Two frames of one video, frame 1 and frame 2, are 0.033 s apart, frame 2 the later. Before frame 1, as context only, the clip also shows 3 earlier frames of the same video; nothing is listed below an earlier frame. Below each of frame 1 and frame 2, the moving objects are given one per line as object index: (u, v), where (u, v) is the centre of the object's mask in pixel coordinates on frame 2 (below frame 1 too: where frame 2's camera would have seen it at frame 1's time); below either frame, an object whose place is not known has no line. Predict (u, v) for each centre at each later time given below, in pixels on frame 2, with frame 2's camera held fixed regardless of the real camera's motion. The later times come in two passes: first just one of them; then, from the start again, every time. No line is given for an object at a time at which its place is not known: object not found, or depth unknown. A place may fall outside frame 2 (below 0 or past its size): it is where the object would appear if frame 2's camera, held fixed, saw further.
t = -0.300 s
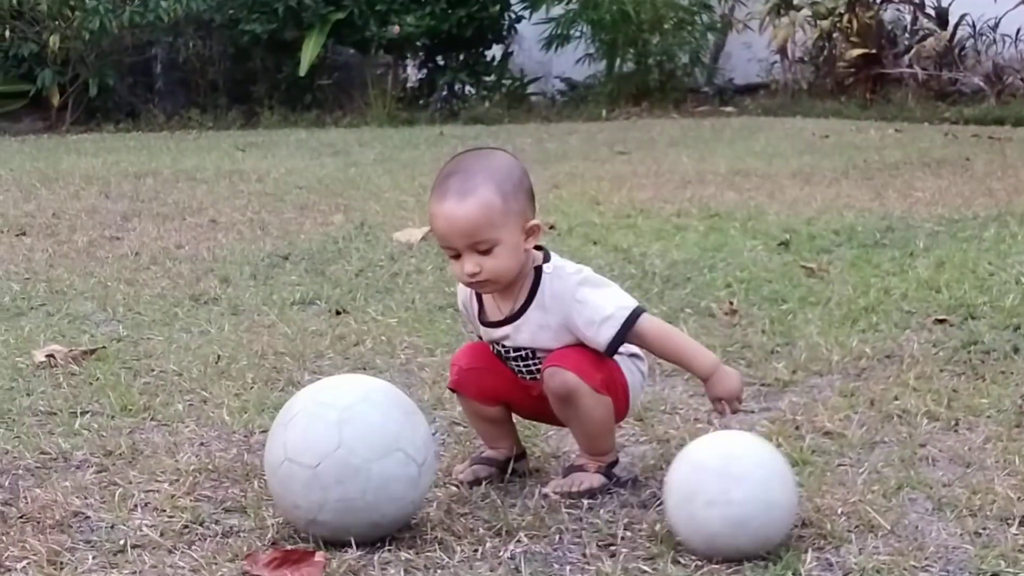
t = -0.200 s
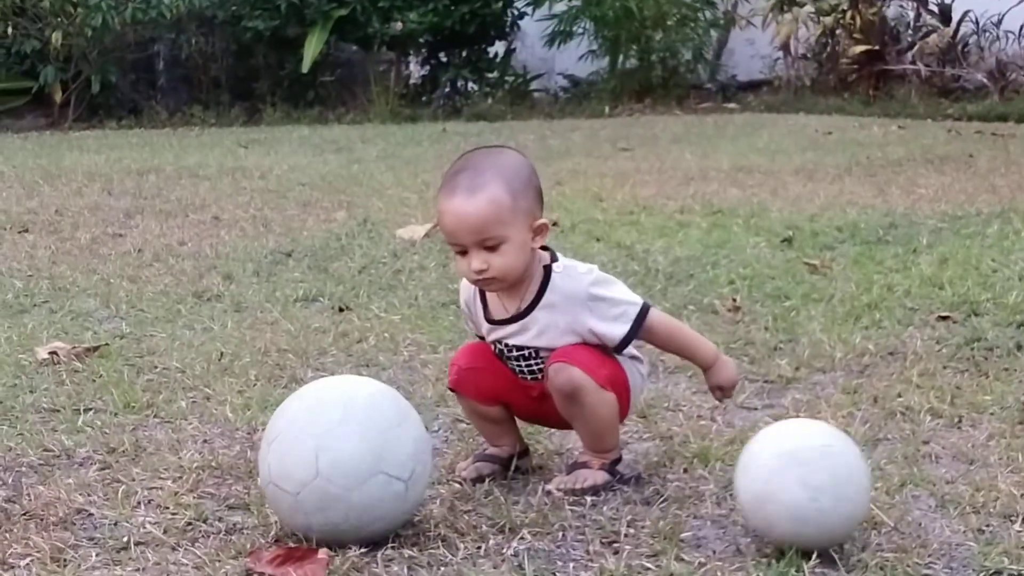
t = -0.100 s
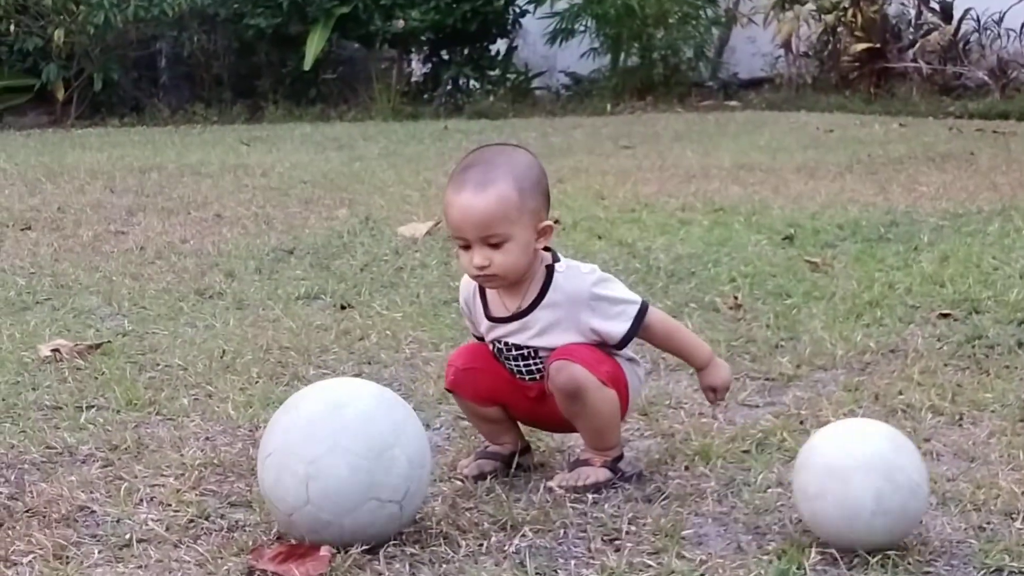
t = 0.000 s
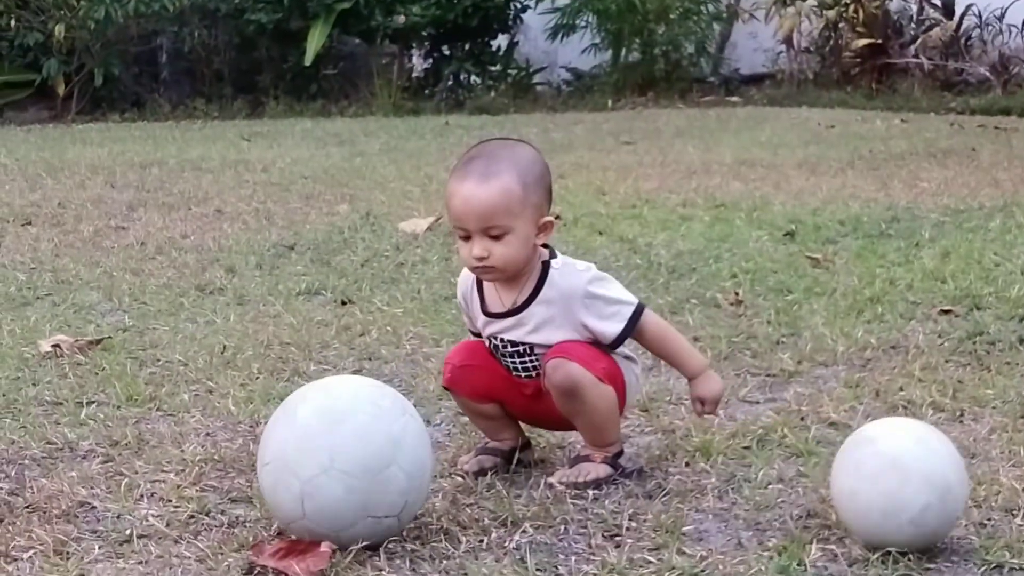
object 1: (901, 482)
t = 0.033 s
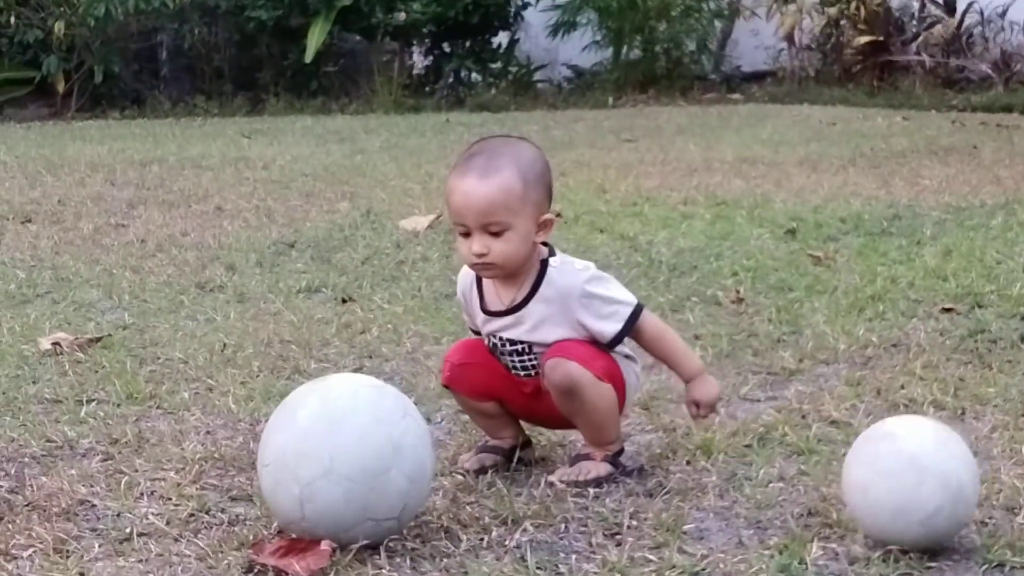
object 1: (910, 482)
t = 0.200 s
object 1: (948, 490)
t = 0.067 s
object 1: (920, 483)
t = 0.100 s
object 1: (928, 483)
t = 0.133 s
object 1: (935, 485)
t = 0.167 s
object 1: (942, 488)
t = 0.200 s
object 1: (948, 490)
